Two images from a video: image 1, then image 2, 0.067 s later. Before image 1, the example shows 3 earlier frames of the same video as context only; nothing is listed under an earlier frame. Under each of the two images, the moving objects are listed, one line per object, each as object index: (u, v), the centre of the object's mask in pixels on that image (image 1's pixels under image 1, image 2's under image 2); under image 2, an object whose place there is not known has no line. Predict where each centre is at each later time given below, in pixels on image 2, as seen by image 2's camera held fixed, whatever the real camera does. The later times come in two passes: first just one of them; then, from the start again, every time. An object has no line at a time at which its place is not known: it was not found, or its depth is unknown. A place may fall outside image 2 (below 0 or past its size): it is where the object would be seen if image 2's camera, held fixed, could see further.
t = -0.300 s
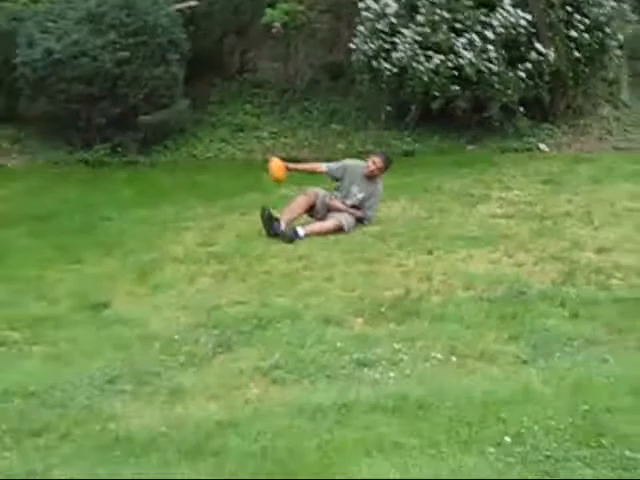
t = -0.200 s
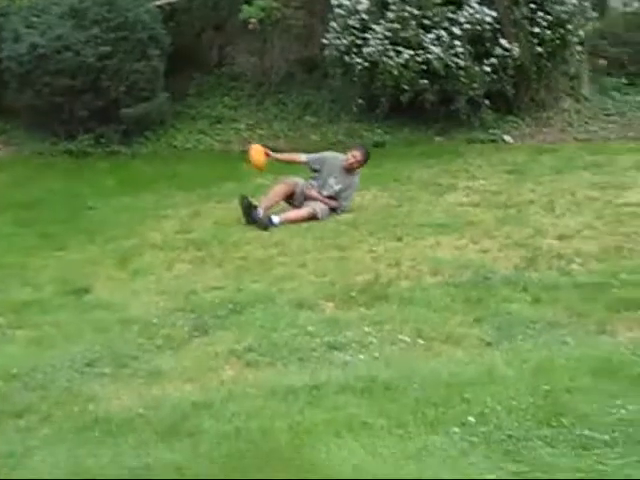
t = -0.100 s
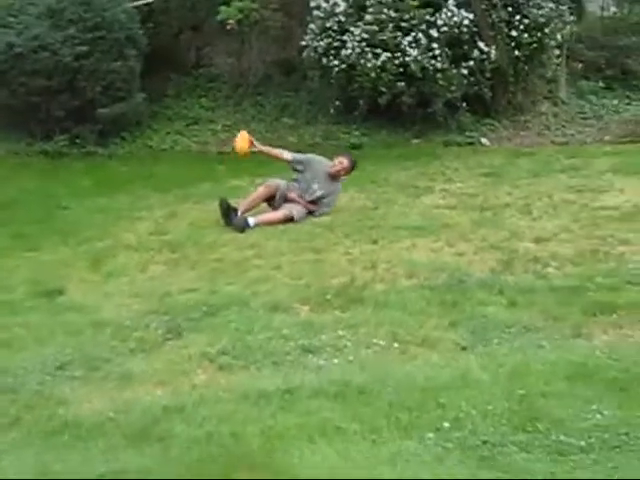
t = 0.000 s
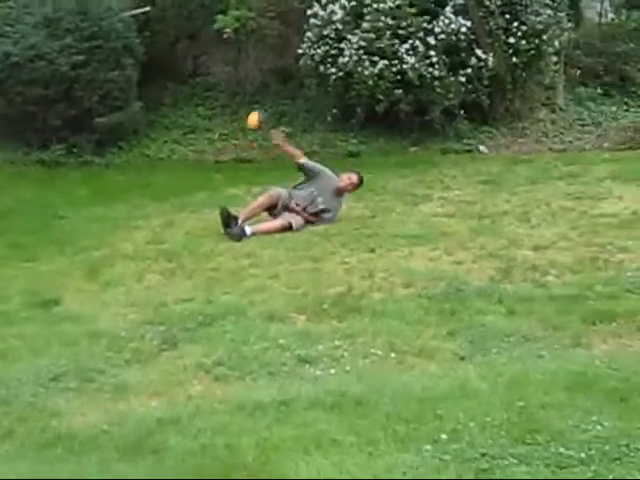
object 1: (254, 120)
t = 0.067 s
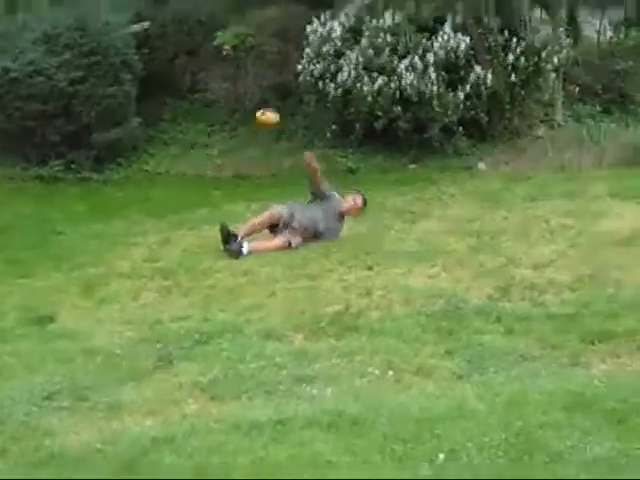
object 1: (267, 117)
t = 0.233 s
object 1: (297, 92)
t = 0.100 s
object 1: (273, 108)
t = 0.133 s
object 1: (279, 102)
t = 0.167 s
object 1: (285, 96)
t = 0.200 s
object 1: (290, 94)
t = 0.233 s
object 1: (297, 92)
